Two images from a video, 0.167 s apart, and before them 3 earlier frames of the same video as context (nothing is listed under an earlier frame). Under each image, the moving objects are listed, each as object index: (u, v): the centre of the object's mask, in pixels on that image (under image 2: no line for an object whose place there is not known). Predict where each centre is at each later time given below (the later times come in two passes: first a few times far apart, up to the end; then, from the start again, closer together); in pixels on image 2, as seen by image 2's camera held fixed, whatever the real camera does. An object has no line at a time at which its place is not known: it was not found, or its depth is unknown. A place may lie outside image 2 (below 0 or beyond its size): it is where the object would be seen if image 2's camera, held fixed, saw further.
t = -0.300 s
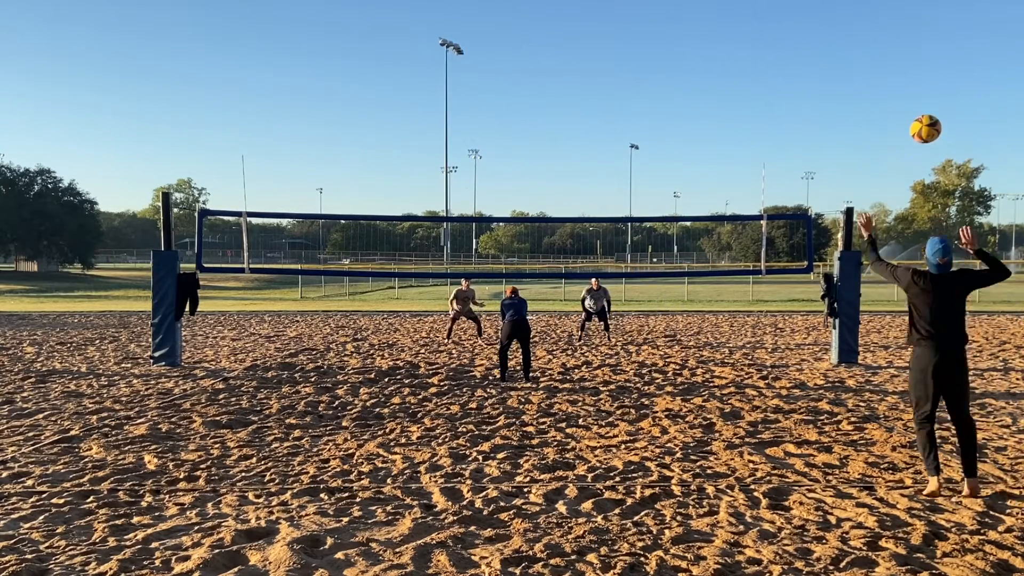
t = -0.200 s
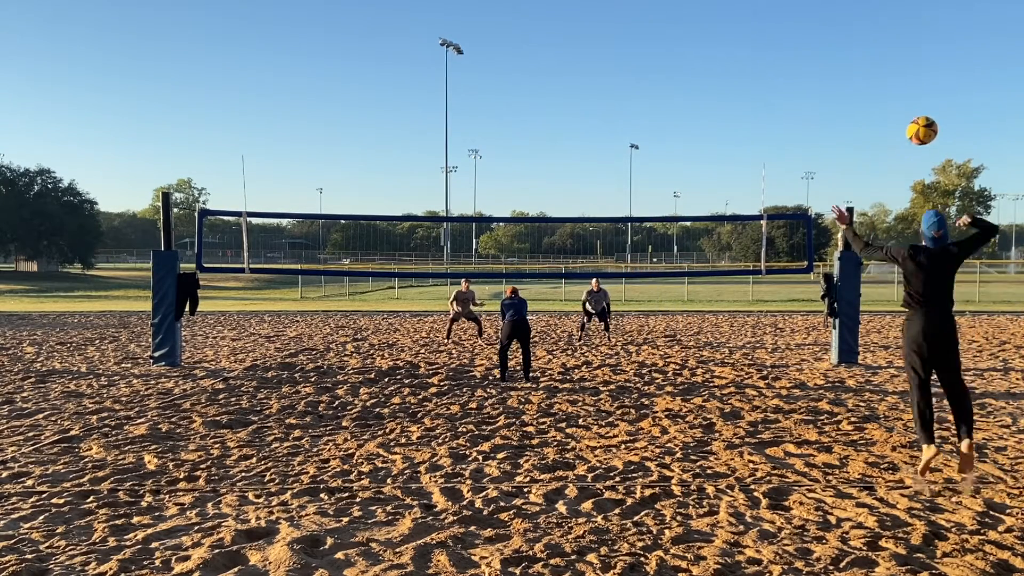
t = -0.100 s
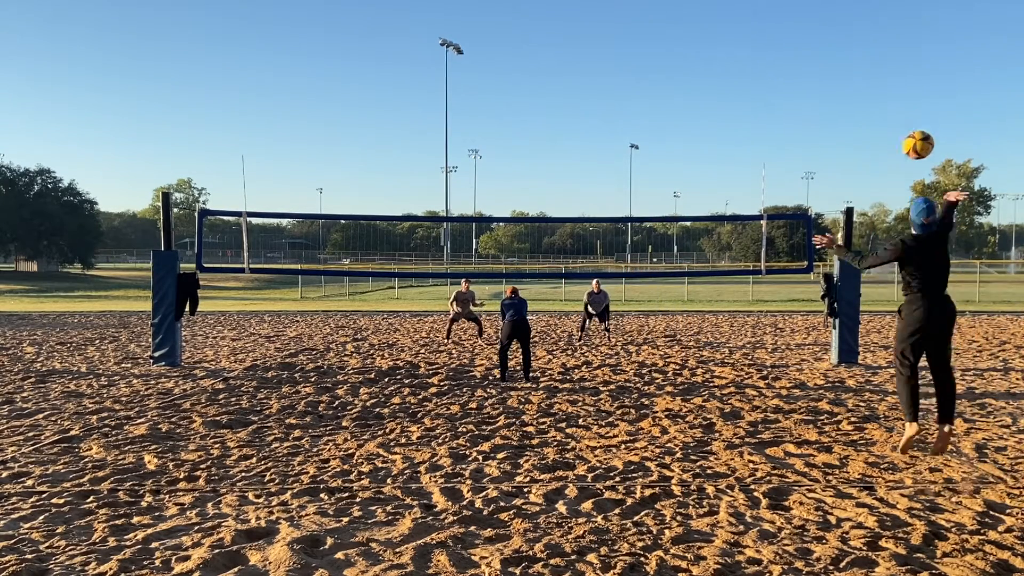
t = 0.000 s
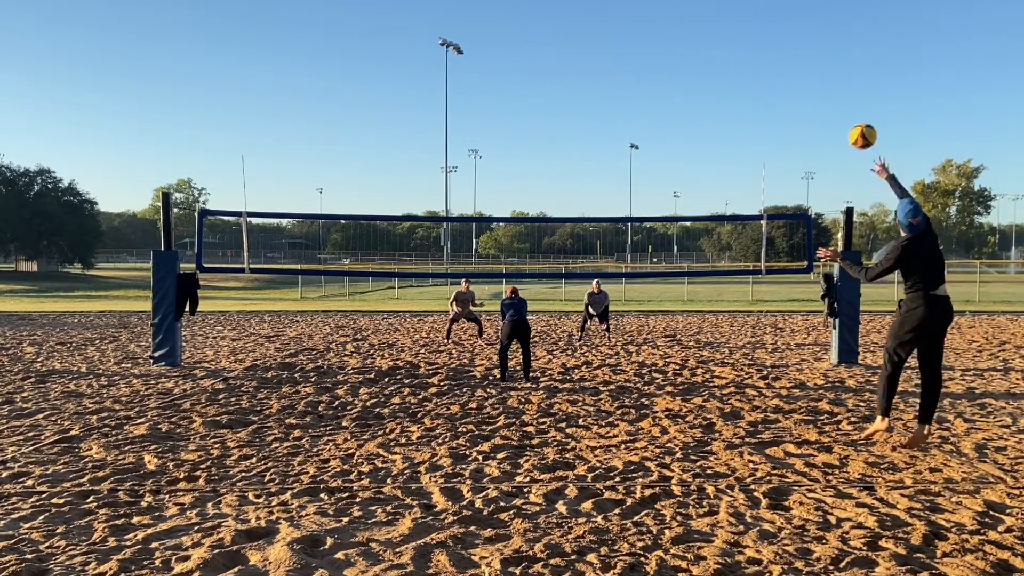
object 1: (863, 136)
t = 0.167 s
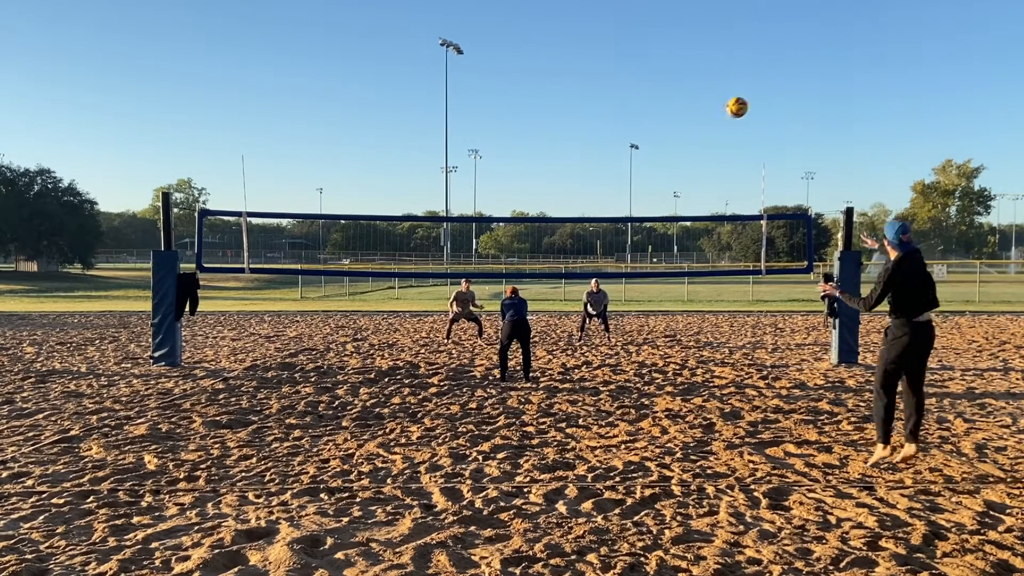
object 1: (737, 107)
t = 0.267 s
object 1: (685, 106)
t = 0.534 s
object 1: (594, 133)
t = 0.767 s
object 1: (546, 176)
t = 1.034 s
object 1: (510, 240)
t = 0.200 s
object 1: (718, 106)
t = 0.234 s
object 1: (701, 106)
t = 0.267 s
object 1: (685, 106)
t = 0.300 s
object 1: (671, 108)
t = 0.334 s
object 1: (657, 110)
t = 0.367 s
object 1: (645, 113)
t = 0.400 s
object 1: (633, 116)
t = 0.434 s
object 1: (622, 120)
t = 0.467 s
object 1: (612, 124)
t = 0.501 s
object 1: (602, 128)
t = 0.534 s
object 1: (594, 133)
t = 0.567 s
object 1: (586, 138)
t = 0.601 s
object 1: (578, 144)
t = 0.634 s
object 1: (571, 150)
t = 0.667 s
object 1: (564, 156)
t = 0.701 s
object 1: (557, 162)
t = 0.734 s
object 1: (551, 169)
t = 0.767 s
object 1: (546, 176)
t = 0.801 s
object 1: (540, 183)
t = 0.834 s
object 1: (535, 190)
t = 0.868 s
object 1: (531, 198)
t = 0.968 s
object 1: (517, 225)
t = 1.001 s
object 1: (515, 232)
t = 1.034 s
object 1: (510, 240)
